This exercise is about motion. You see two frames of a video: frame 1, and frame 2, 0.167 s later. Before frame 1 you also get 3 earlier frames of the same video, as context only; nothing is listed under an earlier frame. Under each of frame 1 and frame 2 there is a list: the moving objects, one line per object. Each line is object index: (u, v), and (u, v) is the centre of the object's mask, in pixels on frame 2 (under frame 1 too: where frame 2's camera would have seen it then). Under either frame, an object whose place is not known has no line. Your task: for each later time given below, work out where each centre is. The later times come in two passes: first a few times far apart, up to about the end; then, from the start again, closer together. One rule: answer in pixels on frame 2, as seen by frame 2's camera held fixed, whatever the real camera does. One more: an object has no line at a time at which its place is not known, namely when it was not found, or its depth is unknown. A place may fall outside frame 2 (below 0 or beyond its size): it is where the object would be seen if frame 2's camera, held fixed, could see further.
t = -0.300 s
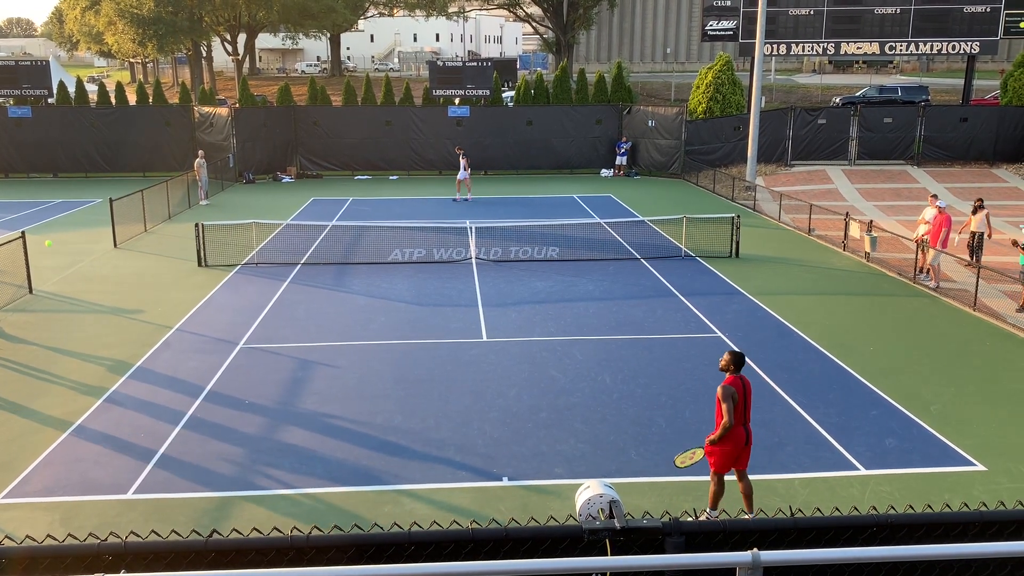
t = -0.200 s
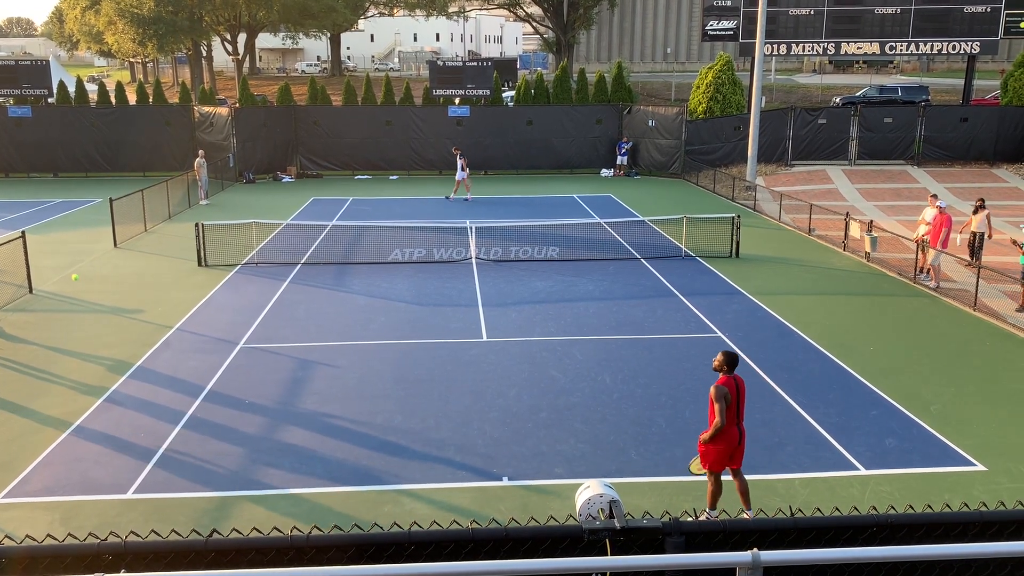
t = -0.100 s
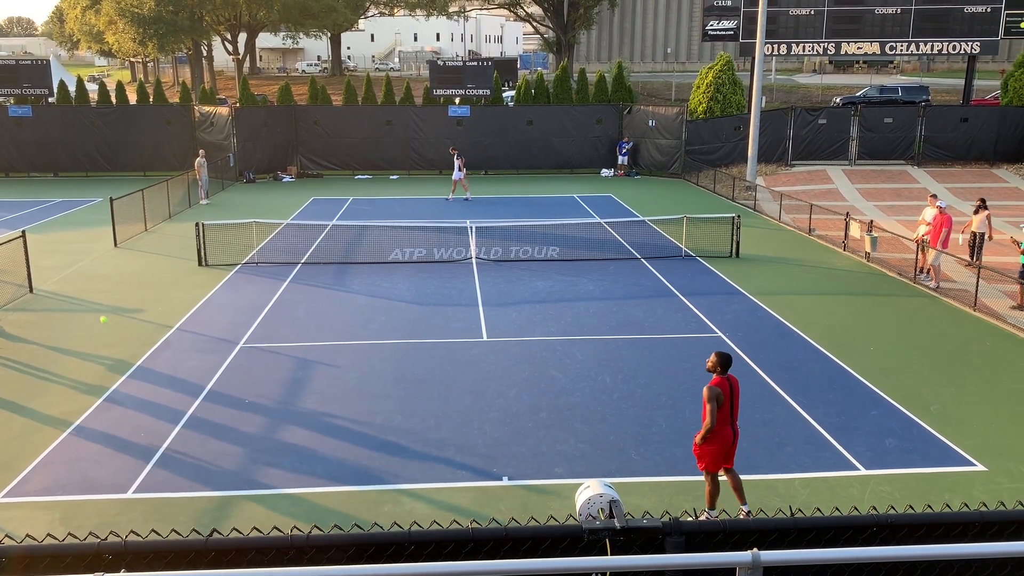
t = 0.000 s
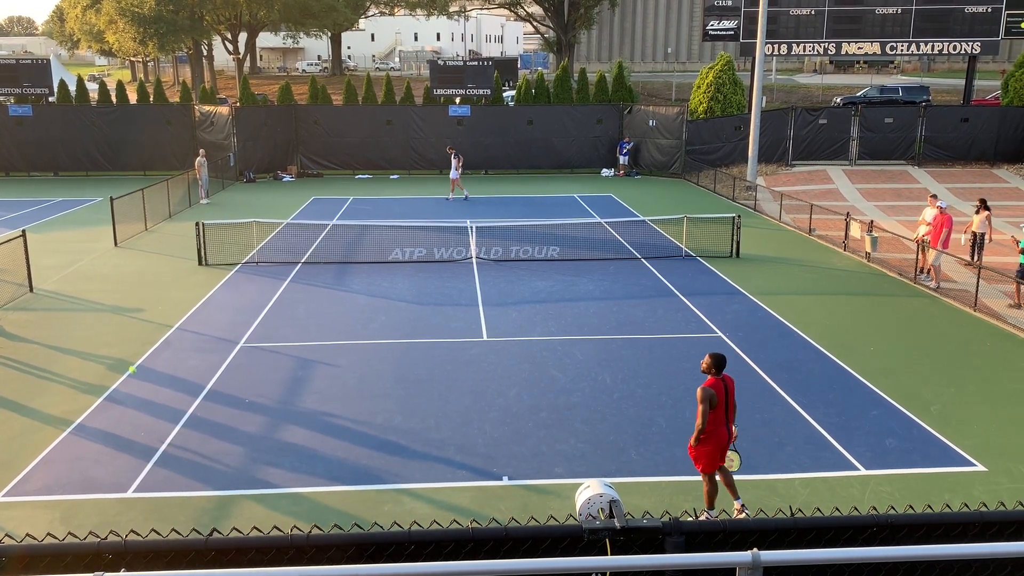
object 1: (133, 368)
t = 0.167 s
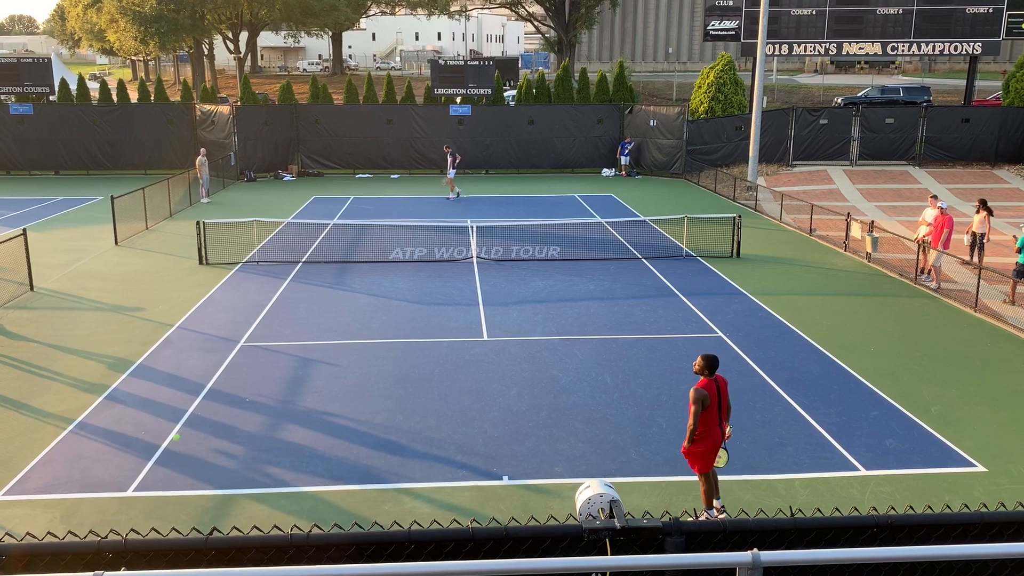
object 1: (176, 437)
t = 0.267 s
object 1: (185, 401)
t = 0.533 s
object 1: (215, 335)
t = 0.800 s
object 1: (254, 328)
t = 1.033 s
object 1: (293, 374)
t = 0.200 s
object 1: (179, 424)
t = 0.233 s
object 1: (182, 411)
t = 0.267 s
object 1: (185, 401)
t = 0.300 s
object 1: (188, 389)
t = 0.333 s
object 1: (192, 379)
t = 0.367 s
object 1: (195, 369)
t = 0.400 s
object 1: (199, 361)
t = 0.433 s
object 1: (203, 353)
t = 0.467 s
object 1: (207, 346)
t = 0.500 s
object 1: (211, 340)
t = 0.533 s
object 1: (215, 335)
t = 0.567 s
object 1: (220, 331)
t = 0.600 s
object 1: (224, 328)
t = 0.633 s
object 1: (229, 325)
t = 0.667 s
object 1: (234, 324)
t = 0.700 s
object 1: (239, 324)
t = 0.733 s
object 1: (244, 324)
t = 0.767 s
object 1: (249, 326)
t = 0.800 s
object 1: (254, 328)
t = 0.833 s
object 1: (259, 332)
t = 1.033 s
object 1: (293, 374)
